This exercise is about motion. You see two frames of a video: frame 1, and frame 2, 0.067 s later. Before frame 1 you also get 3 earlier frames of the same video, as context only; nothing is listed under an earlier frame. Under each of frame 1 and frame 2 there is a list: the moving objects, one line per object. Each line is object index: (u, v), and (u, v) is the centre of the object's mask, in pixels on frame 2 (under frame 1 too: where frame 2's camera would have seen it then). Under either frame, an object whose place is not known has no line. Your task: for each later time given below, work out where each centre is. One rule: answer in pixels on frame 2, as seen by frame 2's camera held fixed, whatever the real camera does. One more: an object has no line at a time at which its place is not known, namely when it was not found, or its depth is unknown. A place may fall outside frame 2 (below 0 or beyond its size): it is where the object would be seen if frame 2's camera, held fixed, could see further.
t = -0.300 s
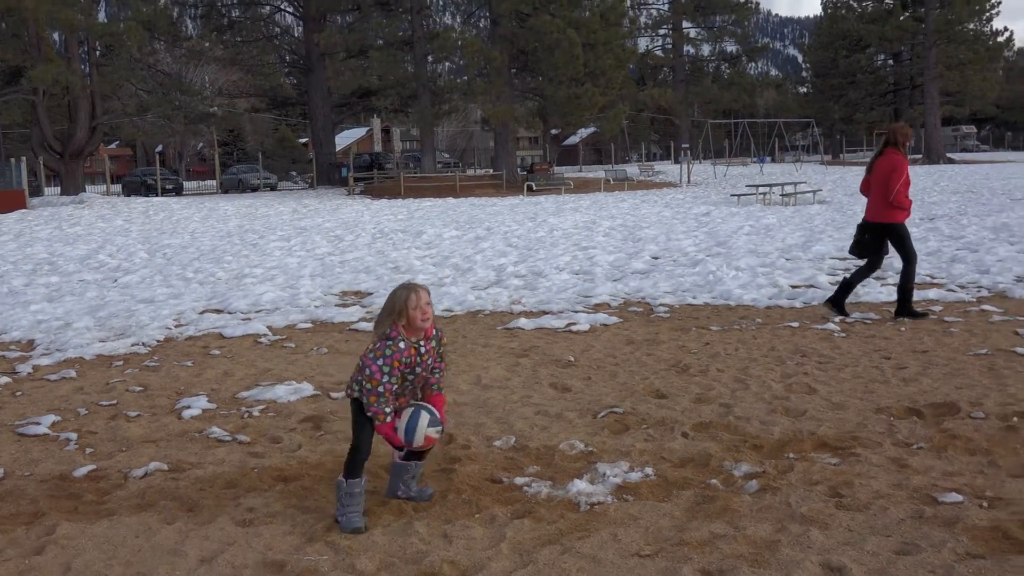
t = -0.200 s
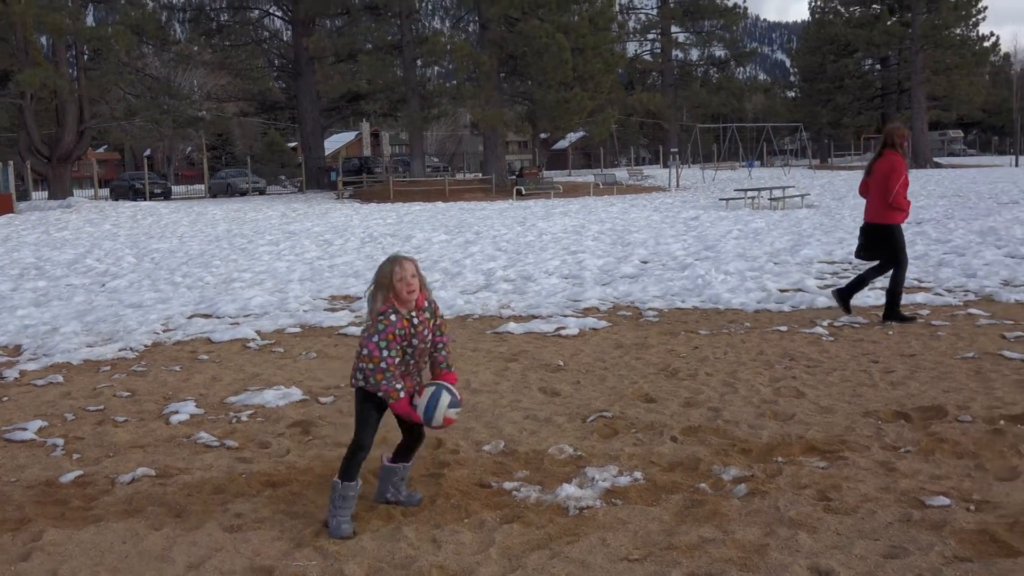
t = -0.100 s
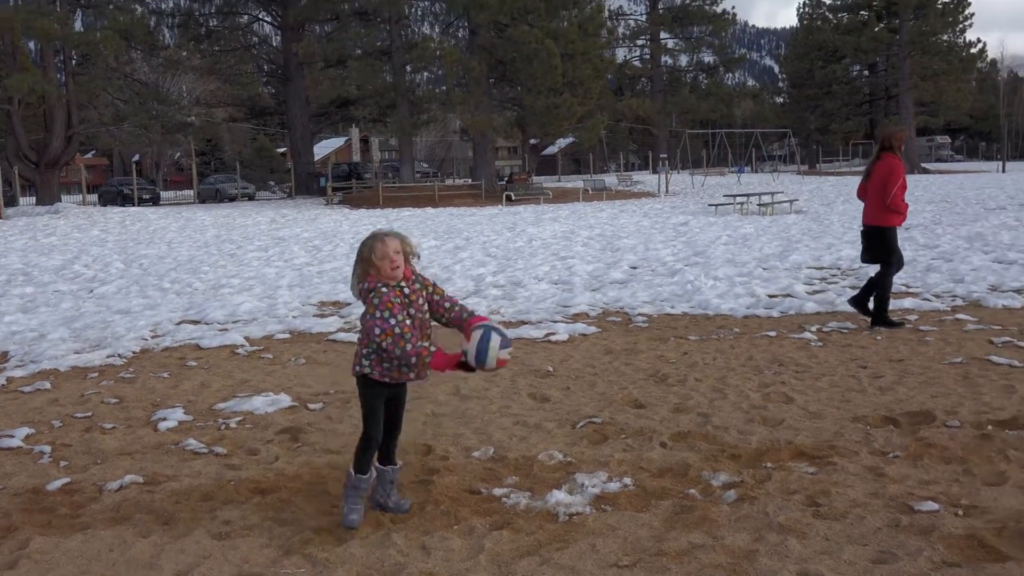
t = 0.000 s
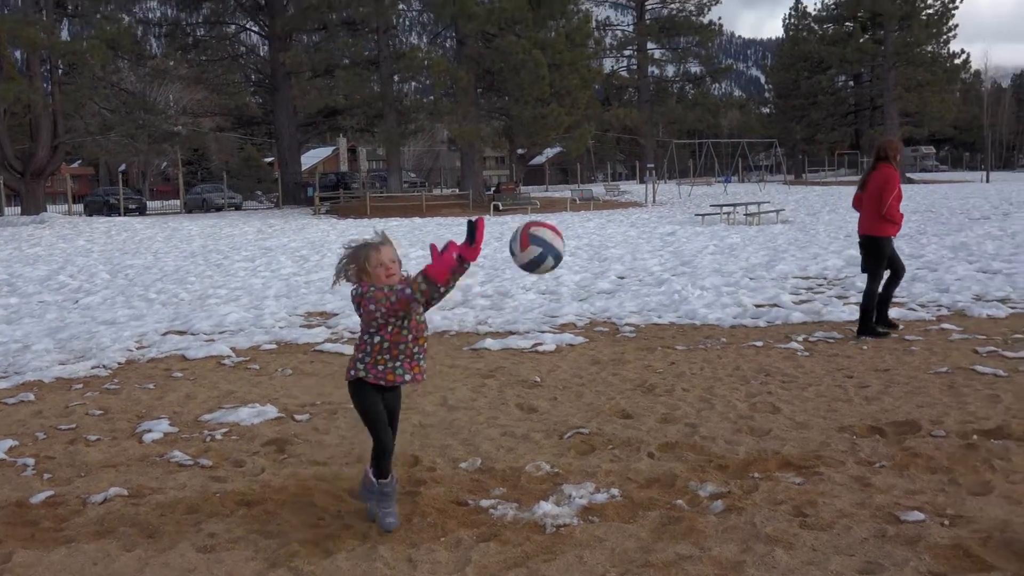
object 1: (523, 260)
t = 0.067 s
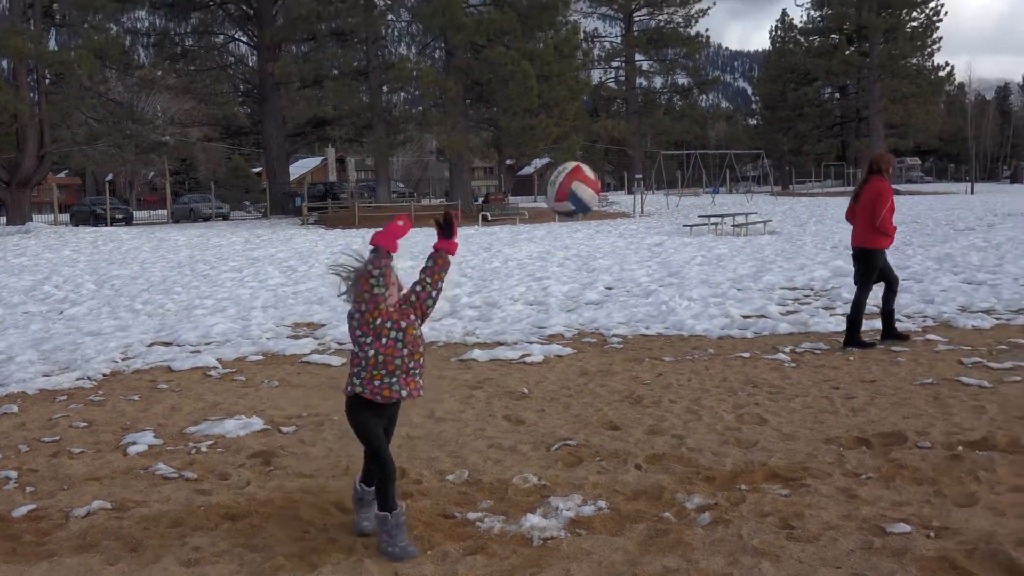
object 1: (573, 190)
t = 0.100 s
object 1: (595, 158)
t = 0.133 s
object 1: (620, 129)
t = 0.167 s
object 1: (645, 101)
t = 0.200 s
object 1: (673, 74)
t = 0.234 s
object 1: (701, 51)
